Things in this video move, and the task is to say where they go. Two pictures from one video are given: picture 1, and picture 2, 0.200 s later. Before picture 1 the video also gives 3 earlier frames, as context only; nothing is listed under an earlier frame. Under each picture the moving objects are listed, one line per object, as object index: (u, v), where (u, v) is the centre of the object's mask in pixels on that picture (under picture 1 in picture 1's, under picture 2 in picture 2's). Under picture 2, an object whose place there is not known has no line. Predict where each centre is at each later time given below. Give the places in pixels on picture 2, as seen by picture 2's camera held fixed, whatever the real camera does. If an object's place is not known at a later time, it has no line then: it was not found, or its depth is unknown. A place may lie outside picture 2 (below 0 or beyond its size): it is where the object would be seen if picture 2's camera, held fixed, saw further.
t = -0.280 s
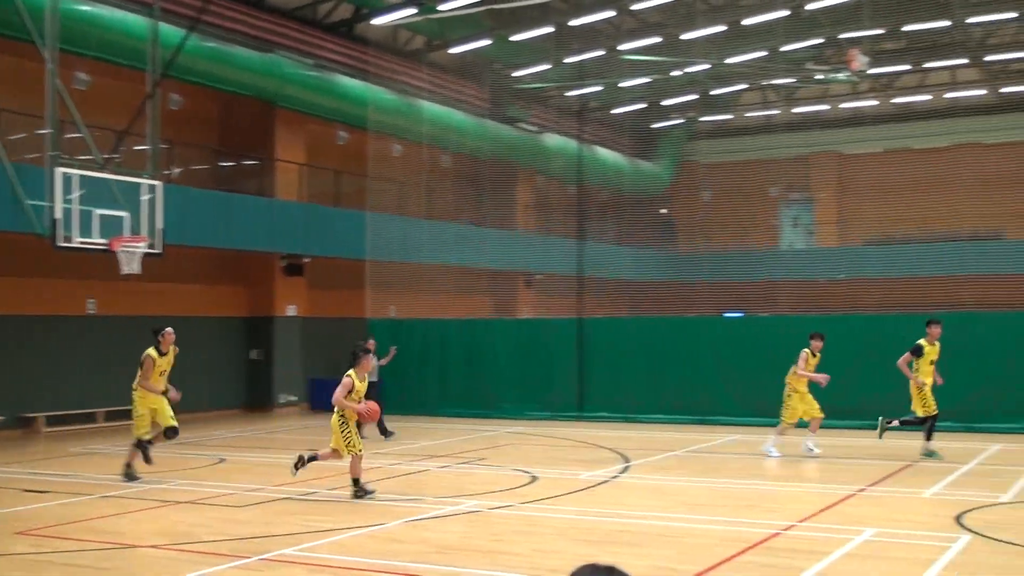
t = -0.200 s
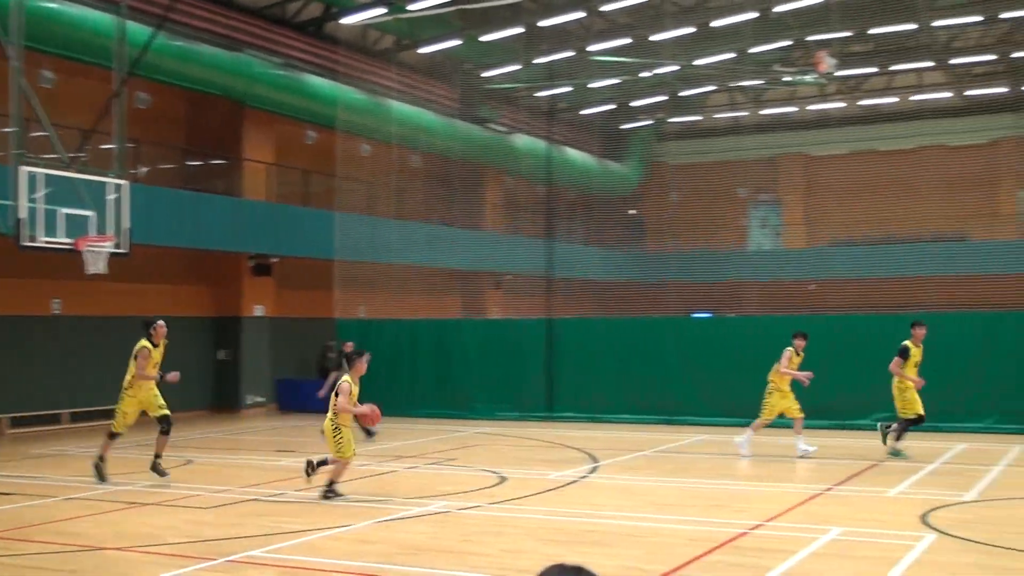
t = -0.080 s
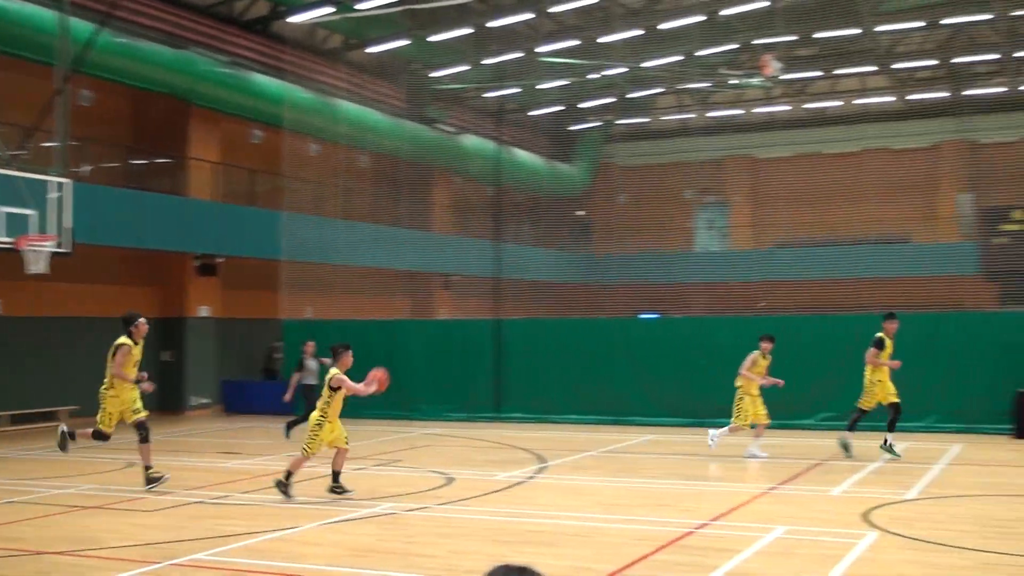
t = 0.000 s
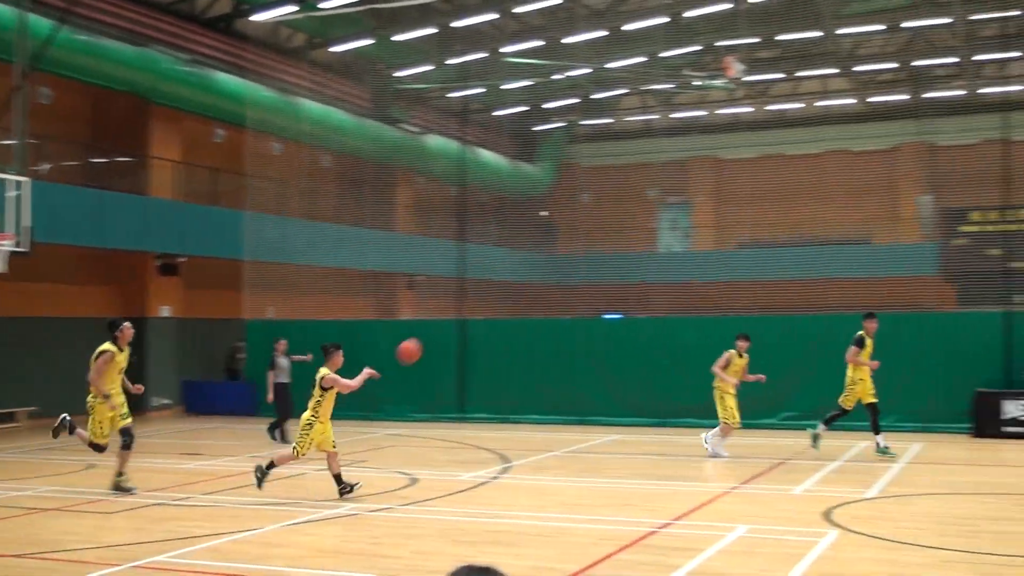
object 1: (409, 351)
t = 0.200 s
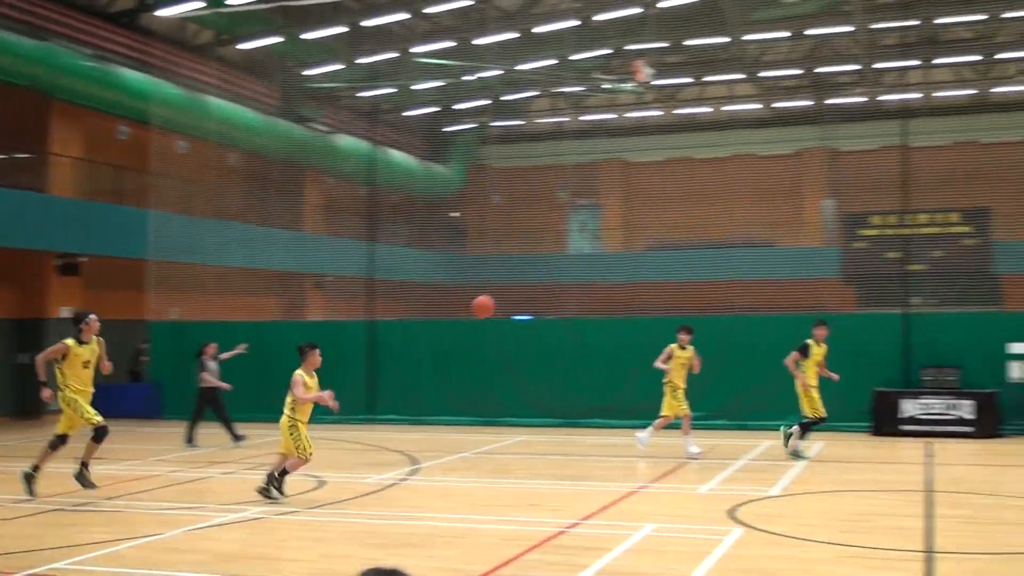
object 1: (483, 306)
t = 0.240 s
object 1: (514, 301)
